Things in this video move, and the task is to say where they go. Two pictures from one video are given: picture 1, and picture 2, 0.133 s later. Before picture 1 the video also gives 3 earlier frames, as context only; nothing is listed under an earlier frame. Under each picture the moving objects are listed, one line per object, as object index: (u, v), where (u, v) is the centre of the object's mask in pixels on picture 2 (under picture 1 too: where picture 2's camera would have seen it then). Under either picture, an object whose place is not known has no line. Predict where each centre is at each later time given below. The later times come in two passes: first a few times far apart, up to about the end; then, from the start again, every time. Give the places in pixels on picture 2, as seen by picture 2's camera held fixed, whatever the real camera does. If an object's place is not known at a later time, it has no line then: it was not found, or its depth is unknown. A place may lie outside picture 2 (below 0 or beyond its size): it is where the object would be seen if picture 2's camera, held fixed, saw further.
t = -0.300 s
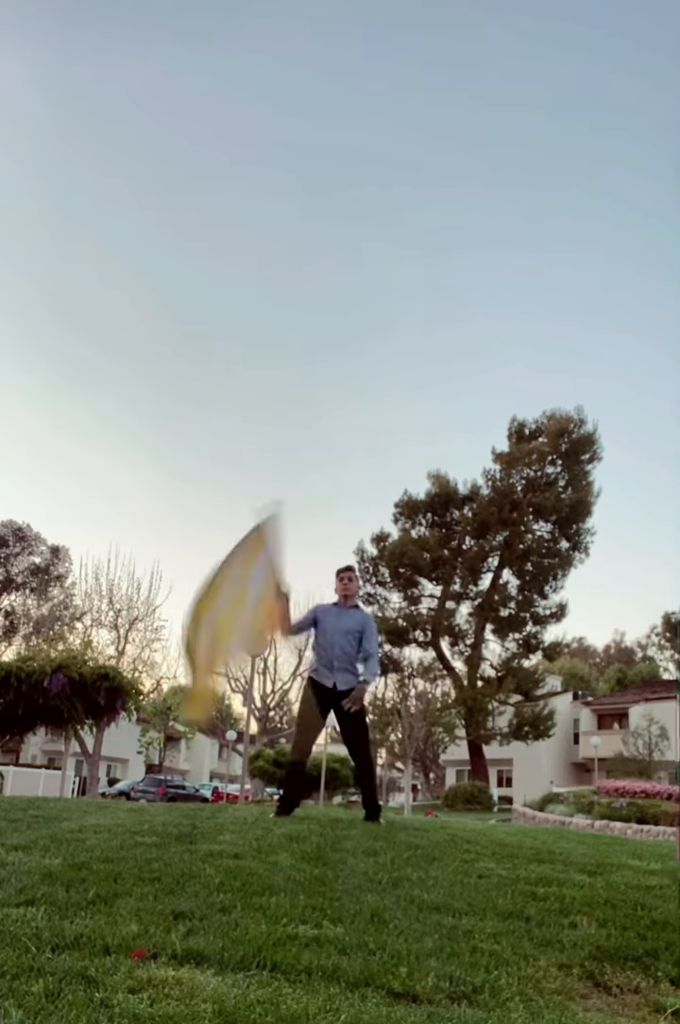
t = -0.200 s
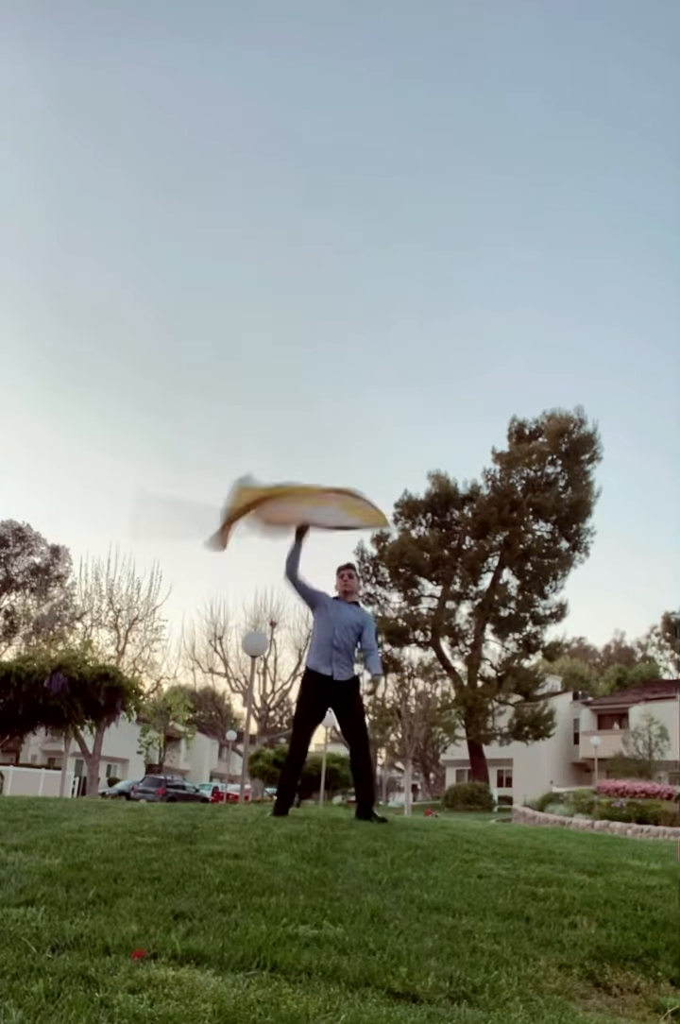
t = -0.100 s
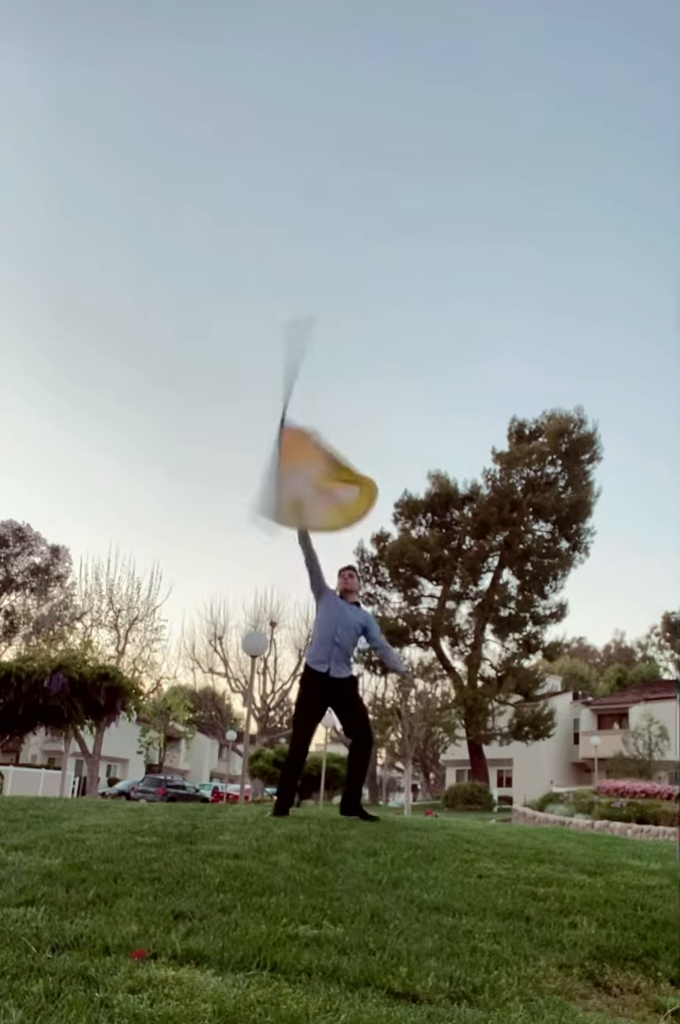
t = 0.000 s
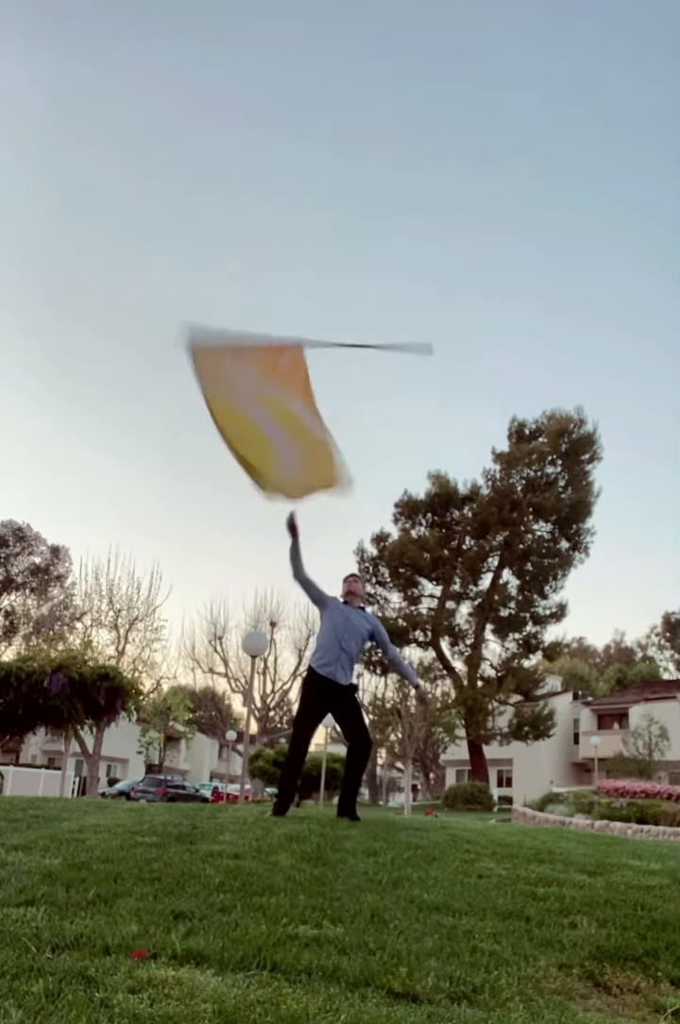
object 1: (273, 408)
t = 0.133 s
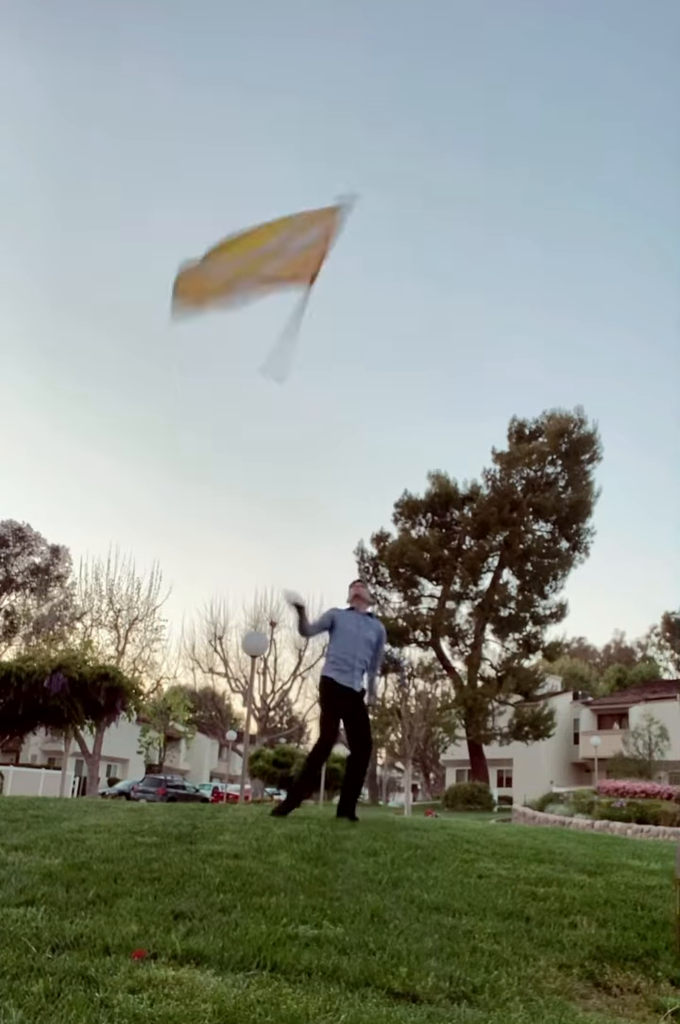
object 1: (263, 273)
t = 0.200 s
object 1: (299, 234)
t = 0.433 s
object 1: (358, 249)
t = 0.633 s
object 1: (305, 243)
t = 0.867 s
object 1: (389, 263)
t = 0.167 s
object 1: (284, 250)
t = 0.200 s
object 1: (299, 234)
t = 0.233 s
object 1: (319, 224)
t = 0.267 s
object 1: (337, 219)
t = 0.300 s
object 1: (355, 220)
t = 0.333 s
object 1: (370, 228)
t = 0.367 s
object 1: (372, 237)
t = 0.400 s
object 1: (368, 245)
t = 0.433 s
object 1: (358, 249)
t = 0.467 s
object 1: (350, 250)
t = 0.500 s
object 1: (338, 250)
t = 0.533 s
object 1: (328, 251)
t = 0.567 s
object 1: (319, 250)
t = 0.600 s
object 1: (309, 247)
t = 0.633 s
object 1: (305, 243)
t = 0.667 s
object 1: (302, 240)
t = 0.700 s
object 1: (307, 236)
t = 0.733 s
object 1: (317, 233)
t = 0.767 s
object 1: (332, 233)
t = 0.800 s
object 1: (347, 236)
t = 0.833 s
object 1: (368, 246)
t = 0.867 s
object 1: (389, 263)
